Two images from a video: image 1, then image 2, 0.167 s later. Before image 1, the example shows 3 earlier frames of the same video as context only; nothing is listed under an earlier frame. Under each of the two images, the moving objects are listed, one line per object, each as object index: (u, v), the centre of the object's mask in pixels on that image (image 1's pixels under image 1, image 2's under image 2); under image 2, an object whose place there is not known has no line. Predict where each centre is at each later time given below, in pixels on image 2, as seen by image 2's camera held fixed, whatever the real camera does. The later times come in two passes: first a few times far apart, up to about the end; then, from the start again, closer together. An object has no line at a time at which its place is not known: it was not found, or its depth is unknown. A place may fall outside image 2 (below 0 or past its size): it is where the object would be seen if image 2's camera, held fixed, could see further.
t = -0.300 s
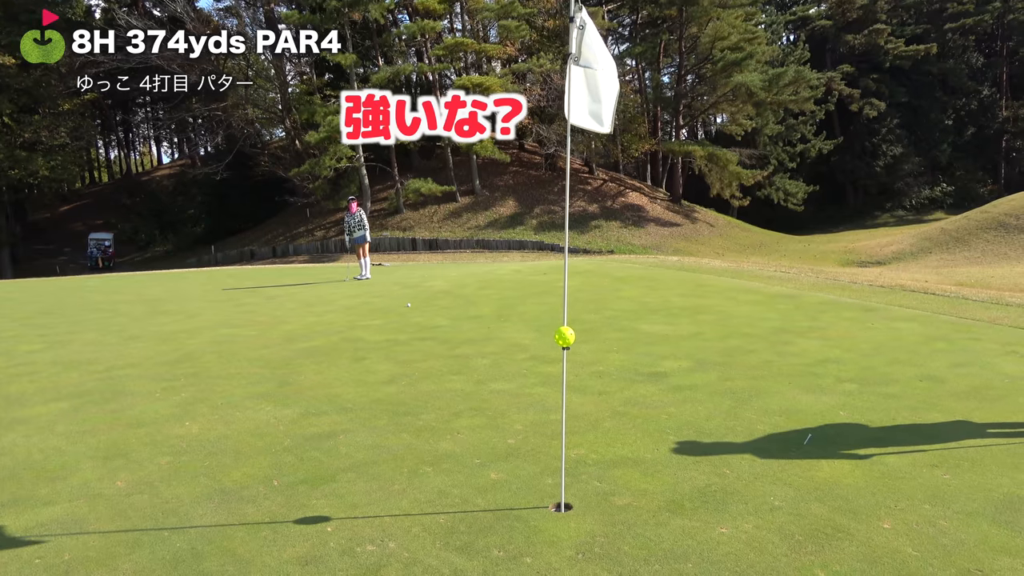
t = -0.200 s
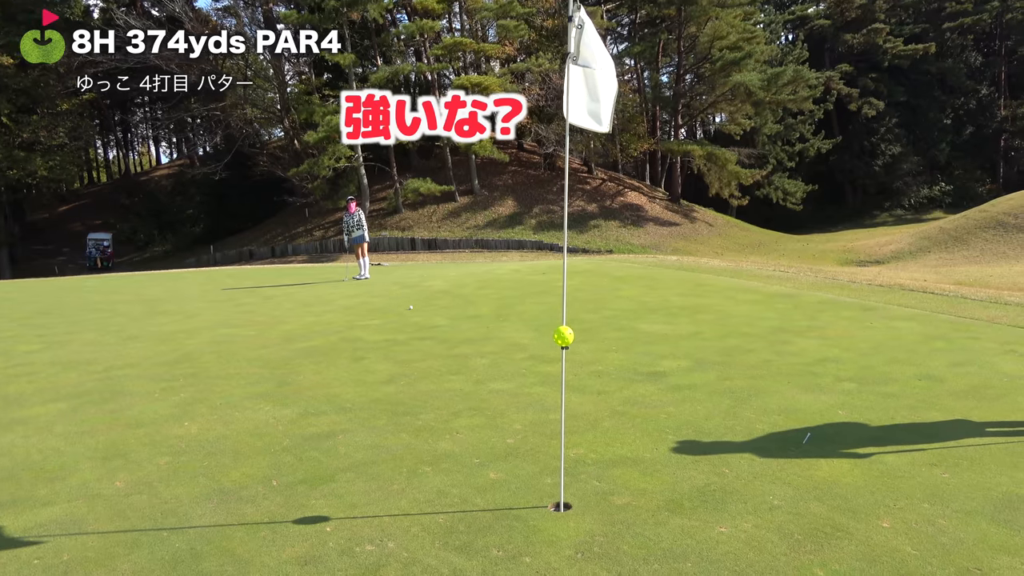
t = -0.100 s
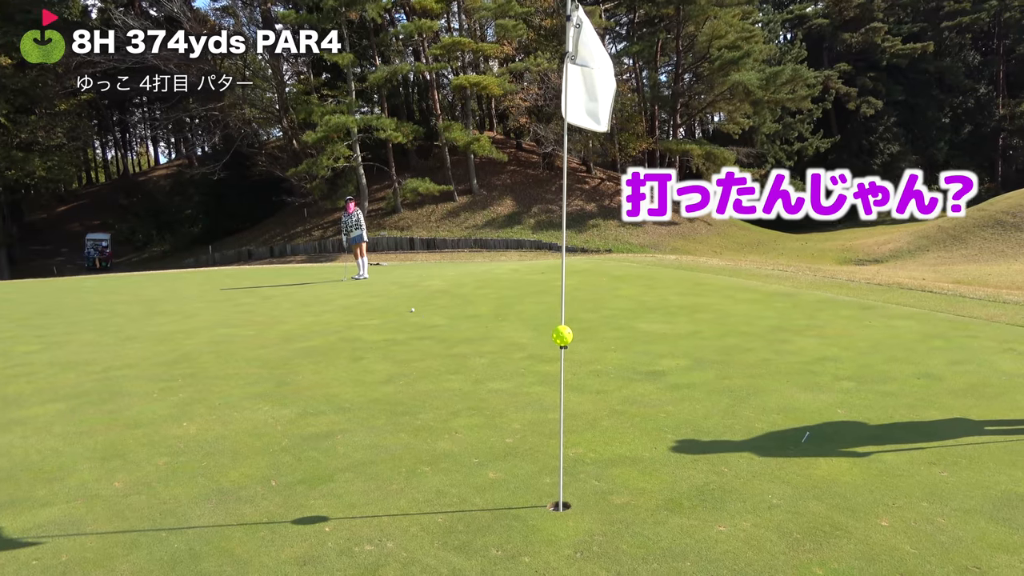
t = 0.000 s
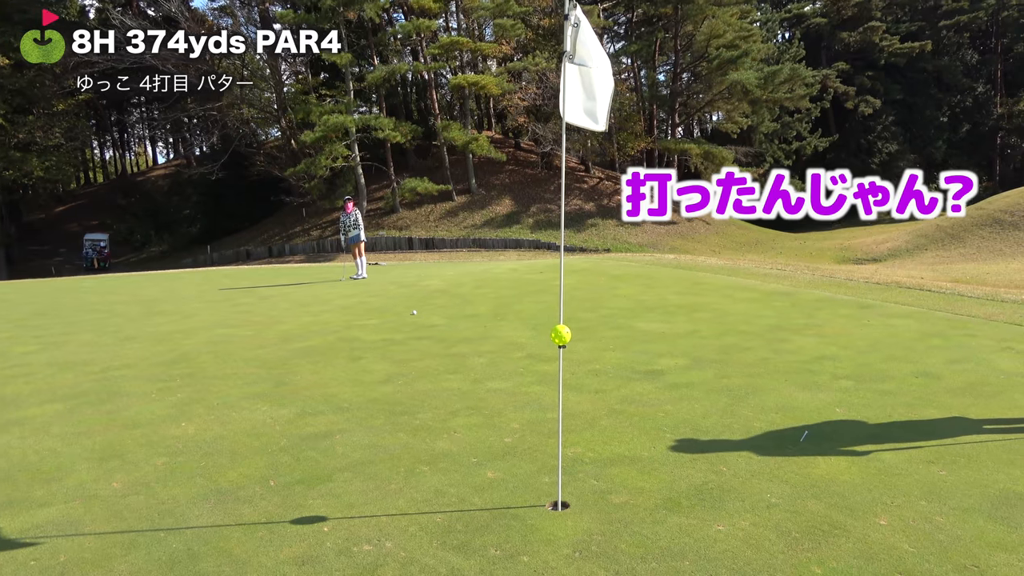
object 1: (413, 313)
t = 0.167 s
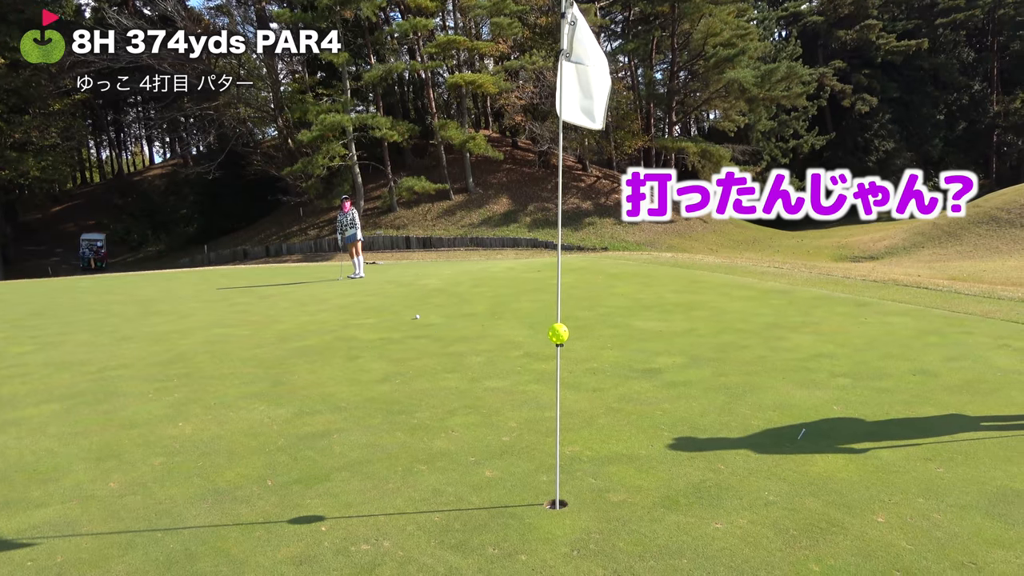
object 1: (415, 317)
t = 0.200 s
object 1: (417, 318)
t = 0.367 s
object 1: (422, 324)
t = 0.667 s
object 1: (433, 336)
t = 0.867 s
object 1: (440, 344)
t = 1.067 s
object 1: (449, 354)
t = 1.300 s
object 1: (461, 367)
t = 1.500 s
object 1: (472, 379)
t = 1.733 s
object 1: (489, 396)
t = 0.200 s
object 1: (417, 318)
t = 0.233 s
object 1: (418, 319)
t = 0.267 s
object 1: (419, 320)
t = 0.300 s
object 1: (420, 321)
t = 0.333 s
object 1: (421, 323)
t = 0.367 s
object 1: (422, 324)
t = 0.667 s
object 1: (433, 336)
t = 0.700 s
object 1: (434, 337)
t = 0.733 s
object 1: (435, 339)
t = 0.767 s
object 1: (436, 340)
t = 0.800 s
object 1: (437, 341)
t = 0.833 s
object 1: (439, 343)
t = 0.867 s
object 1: (440, 344)
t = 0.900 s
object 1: (442, 346)
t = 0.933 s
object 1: (443, 347)
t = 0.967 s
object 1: (445, 349)
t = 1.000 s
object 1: (446, 351)
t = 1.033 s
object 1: (448, 352)
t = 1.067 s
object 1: (449, 354)
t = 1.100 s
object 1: (451, 356)
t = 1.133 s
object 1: (452, 357)
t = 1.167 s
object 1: (454, 359)
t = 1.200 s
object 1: (456, 361)
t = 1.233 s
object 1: (458, 363)
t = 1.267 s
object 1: (459, 365)
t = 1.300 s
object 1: (461, 367)
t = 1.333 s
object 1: (463, 369)
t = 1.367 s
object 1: (465, 371)
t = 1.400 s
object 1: (467, 373)
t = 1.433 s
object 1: (468, 375)
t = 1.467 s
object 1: (470, 377)
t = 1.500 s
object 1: (472, 379)
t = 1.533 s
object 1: (474, 381)
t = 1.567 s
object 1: (477, 383)
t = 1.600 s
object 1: (479, 386)
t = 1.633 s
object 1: (481, 388)
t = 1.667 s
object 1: (484, 391)
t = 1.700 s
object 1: (486, 393)
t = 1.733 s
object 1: (489, 396)
